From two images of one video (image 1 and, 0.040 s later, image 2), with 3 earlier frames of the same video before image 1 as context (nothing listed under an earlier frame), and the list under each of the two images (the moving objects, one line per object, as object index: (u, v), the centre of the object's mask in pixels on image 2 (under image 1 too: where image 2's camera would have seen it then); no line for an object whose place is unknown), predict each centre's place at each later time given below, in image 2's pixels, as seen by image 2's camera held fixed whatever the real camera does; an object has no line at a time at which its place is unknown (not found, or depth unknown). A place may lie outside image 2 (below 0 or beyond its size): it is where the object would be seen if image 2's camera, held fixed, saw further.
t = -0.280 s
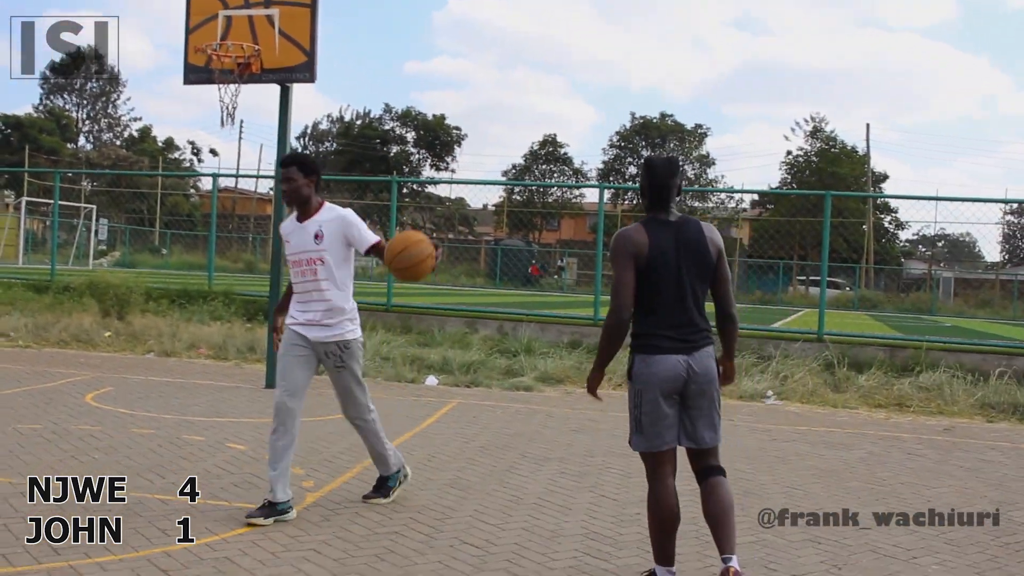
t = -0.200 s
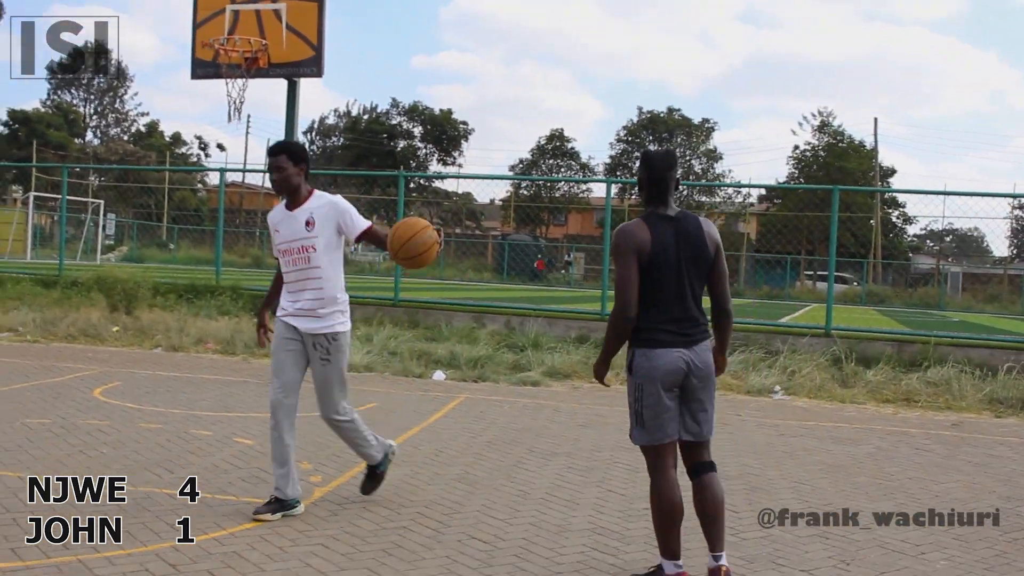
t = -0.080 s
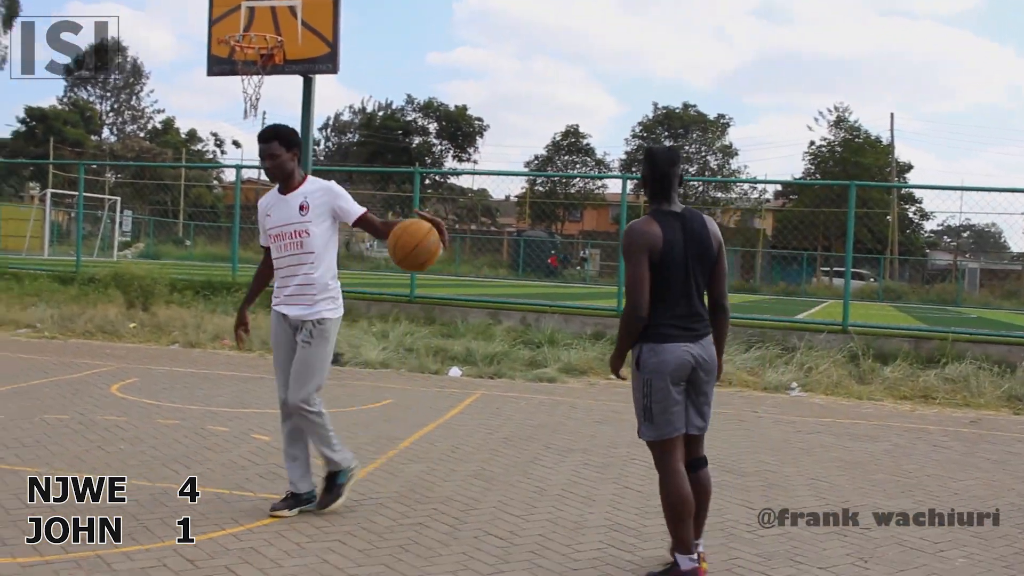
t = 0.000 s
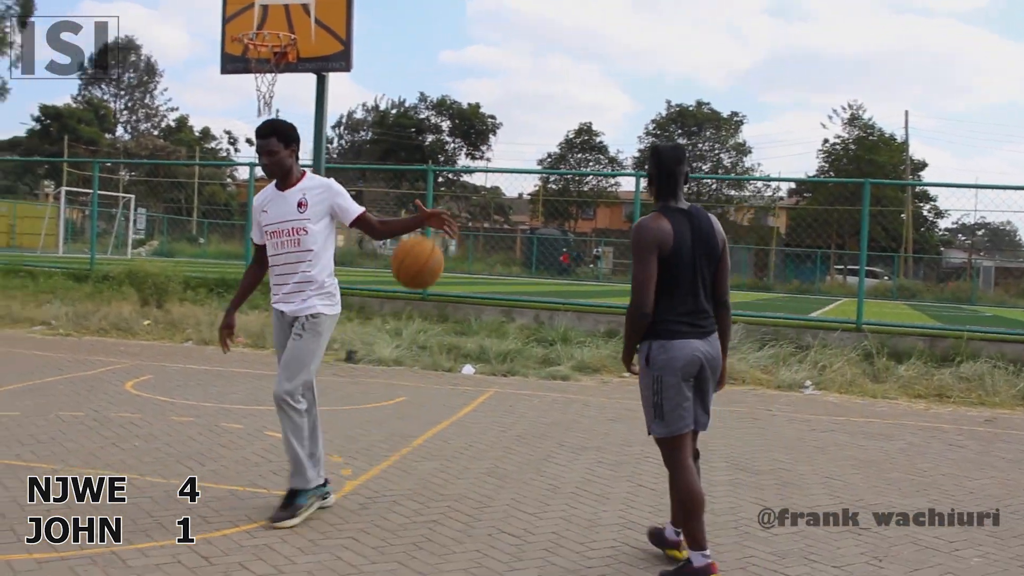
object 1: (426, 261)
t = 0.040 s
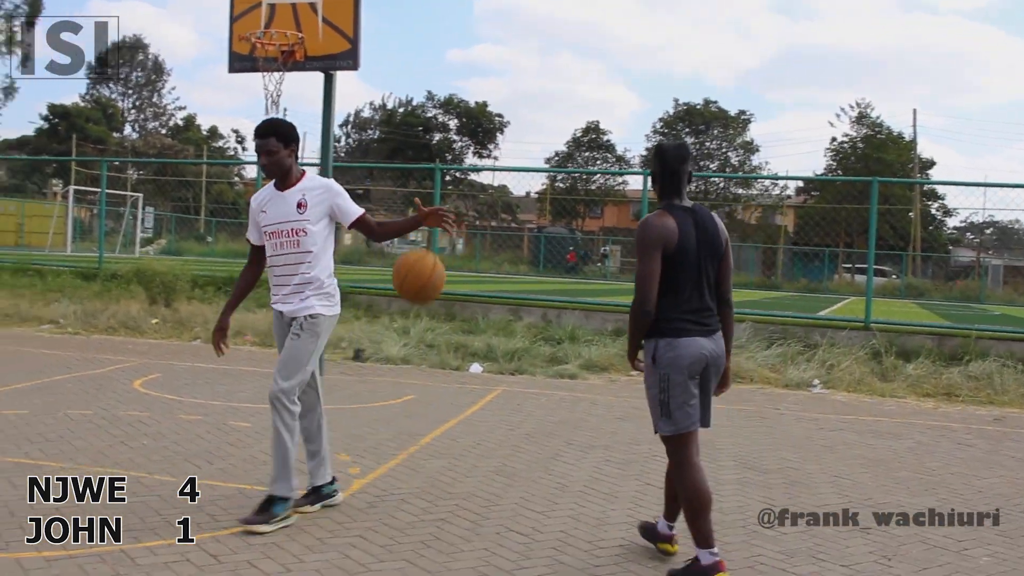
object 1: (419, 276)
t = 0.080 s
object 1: (412, 297)
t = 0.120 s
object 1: (405, 318)
